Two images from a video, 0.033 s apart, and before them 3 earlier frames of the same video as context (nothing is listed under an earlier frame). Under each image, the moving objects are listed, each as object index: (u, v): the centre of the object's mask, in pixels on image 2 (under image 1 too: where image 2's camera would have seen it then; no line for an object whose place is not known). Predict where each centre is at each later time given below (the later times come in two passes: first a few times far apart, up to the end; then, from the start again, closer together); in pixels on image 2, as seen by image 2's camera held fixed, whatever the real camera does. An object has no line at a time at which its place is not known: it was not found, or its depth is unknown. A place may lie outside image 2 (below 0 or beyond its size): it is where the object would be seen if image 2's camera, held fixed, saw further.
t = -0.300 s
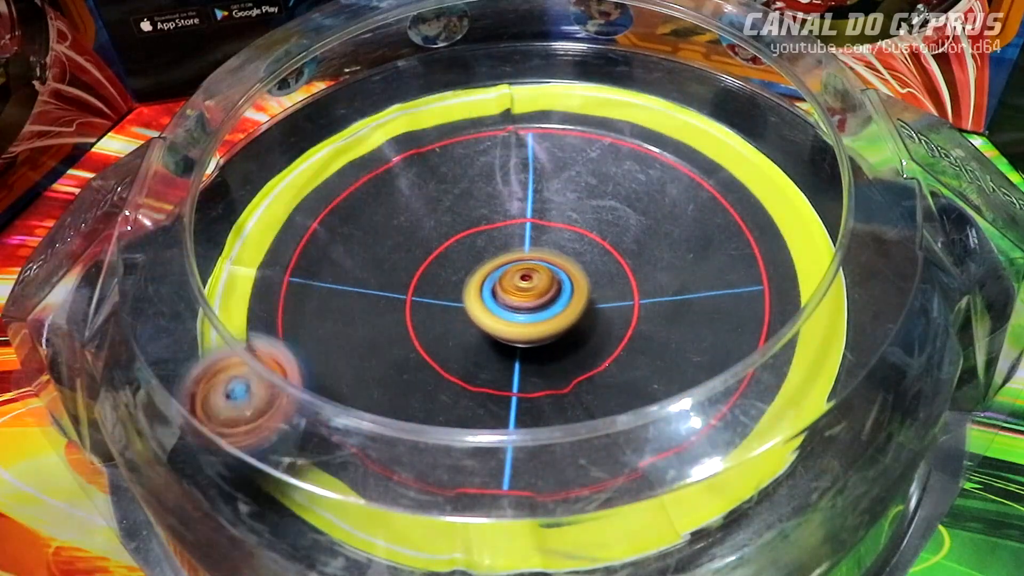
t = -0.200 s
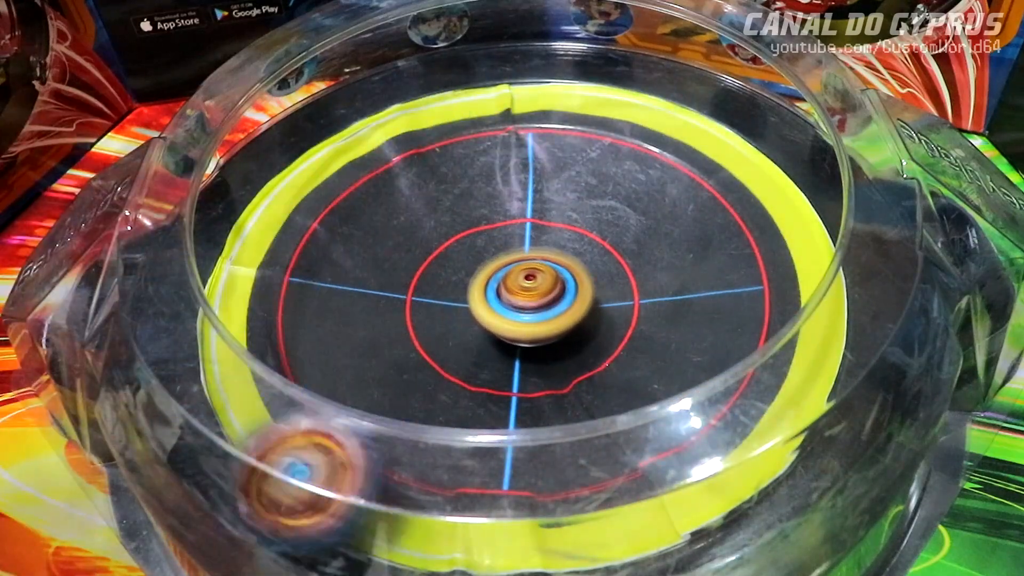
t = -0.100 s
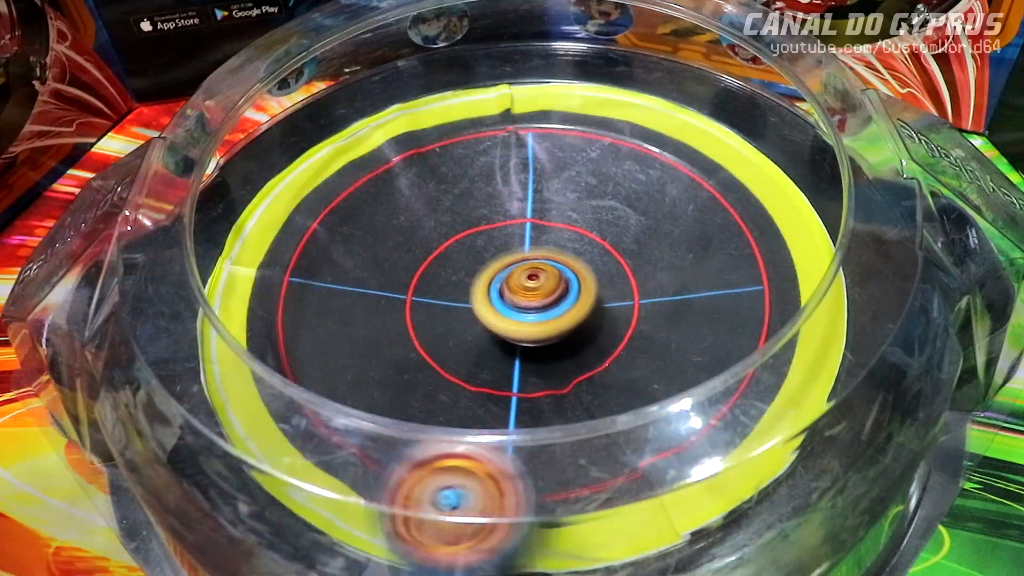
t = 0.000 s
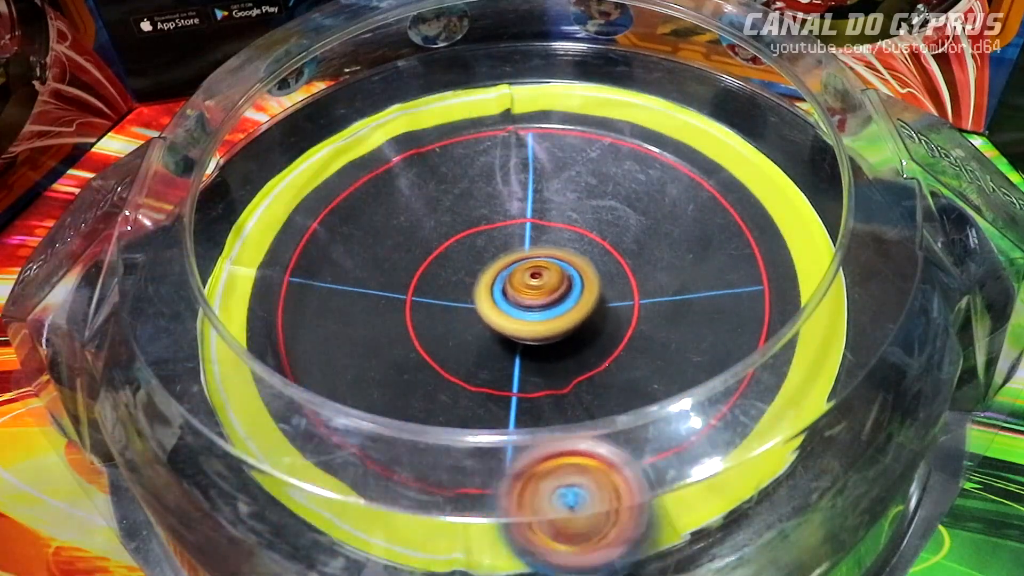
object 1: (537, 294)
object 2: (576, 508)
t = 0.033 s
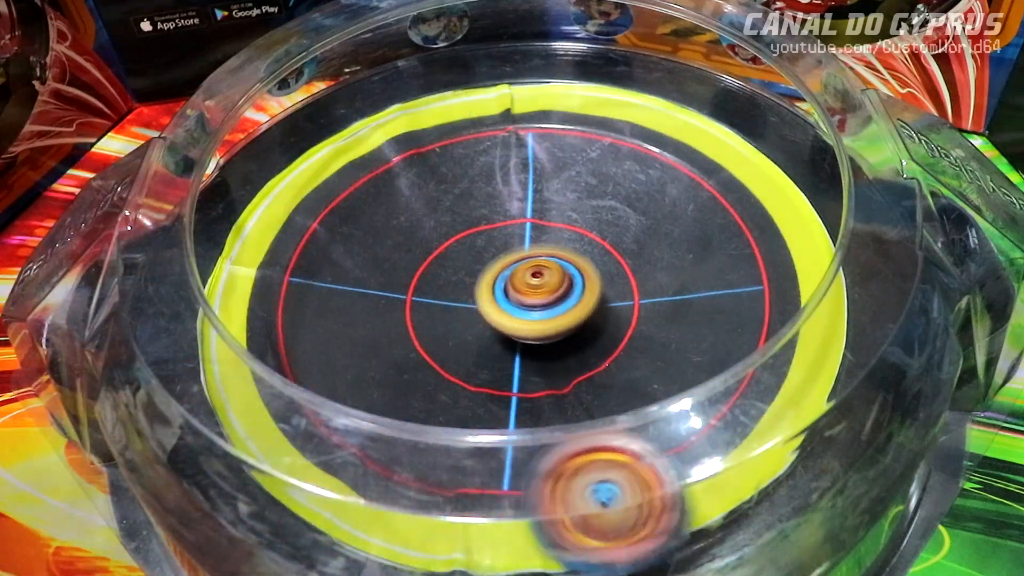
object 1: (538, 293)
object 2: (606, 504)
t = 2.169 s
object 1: (475, 290)
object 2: (574, 176)
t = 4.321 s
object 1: (585, 302)
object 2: (517, 210)
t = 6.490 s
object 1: (478, 268)
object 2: (635, 271)
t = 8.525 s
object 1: (607, 249)
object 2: (488, 258)
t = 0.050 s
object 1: (539, 293)
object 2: (622, 502)
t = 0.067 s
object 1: (540, 292)
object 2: (635, 500)
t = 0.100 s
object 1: (541, 291)
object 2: (665, 491)
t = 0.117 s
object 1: (541, 291)
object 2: (677, 487)
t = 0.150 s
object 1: (542, 290)
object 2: (699, 479)
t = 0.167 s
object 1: (543, 289)
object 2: (710, 472)
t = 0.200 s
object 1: (544, 288)
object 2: (729, 463)
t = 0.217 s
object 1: (544, 288)
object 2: (738, 457)
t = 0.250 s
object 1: (544, 287)
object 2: (757, 445)
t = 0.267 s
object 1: (545, 286)
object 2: (768, 439)
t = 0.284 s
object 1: (545, 286)
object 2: (773, 432)
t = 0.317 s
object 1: (546, 284)
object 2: (786, 421)
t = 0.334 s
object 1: (546, 284)
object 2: (794, 414)
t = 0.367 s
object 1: (547, 283)
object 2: (800, 401)
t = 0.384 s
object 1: (547, 282)
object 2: (805, 395)
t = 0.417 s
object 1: (547, 281)
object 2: (814, 382)
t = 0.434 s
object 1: (547, 281)
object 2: (818, 376)
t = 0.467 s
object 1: (548, 279)
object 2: (823, 364)
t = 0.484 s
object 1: (548, 279)
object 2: (826, 356)
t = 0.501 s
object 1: (548, 278)
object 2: (828, 350)
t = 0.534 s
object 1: (548, 278)
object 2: (830, 337)
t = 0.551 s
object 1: (548, 277)
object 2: (831, 330)
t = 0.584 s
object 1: (548, 276)
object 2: (834, 318)
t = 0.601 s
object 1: (548, 276)
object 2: (835, 312)
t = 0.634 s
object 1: (548, 275)
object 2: (836, 301)
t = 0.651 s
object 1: (548, 274)
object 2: (835, 294)
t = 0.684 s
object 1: (548, 272)
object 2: (834, 283)
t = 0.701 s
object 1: (548, 271)
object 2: (834, 279)
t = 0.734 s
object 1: (548, 270)
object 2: (828, 265)
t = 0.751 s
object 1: (548, 270)
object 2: (826, 259)
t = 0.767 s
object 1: (548, 269)
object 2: (823, 254)
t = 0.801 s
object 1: (548, 268)
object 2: (818, 243)
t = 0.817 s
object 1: (547, 268)
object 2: (815, 238)
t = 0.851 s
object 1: (547, 267)
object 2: (804, 228)
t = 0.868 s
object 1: (547, 267)
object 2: (797, 223)
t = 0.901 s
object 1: (546, 266)
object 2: (793, 215)
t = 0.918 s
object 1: (546, 265)
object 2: (791, 211)
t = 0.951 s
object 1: (545, 265)
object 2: (784, 202)
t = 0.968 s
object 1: (544, 264)
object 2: (779, 198)
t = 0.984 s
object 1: (544, 264)
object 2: (772, 193)
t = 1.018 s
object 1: (543, 263)
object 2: (762, 186)
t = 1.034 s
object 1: (542, 263)
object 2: (756, 182)
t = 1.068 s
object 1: (541, 263)
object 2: (739, 176)
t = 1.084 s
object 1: (540, 263)
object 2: (728, 174)
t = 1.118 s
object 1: (539, 263)
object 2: (701, 169)
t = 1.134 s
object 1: (538, 262)
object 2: (686, 167)
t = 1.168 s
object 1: (536, 262)
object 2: (653, 163)
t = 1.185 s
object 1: (535, 262)
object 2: (636, 161)
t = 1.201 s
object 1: (533, 261)
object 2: (619, 161)
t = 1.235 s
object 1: (532, 260)
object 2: (585, 160)
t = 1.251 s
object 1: (531, 260)
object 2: (567, 160)
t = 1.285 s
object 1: (529, 260)
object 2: (531, 163)
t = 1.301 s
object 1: (528, 260)
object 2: (512, 165)
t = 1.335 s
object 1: (526, 260)
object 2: (479, 174)
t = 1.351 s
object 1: (524, 260)
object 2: (465, 179)
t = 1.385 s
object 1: (522, 259)
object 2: (437, 193)
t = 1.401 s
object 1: (522, 259)
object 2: (425, 201)
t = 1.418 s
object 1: (521, 259)
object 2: (414, 210)
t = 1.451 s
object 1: (519, 259)
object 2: (396, 228)
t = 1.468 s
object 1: (519, 258)
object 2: (390, 238)
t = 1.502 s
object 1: (517, 258)
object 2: (380, 259)
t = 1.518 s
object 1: (516, 258)
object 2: (377, 270)
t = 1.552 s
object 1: (515, 257)
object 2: (378, 293)
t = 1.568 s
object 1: (514, 257)
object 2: (380, 304)
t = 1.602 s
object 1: (513, 257)
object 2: (389, 325)
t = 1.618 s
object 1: (513, 257)
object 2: (396, 335)
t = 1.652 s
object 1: (512, 257)
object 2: (416, 352)
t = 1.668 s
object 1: (511, 258)
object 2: (428, 359)
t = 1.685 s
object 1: (511, 258)
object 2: (442, 365)
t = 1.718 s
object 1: (510, 258)
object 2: (471, 371)
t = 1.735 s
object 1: (509, 258)
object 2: (488, 373)
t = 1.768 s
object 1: (508, 259)
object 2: (520, 373)
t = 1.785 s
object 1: (508, 260)
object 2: (537, 371)
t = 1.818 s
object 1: (507, 260)
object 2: (568, 365)
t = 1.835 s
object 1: (507, 261)
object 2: (581, 360)
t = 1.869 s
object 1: (506, 262)
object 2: (604, 345)
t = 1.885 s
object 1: (505, 263)
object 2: (614, 335)
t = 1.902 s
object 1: (504, 264)
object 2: (622, 325)
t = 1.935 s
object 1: (503, 265)
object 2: (632, 305)
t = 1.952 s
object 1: (503, 265)
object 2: (635, 294)
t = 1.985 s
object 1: (502, 266)
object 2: (637, 273)
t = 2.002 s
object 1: (501, 267)
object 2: (636, 263)
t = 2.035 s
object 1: (500, 268)
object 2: (626, 244)
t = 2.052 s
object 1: (500, 268)
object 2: (619, 236)
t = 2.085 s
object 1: (498, 269)
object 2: (604, 222)
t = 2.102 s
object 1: (498, 270)
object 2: (595, 216)
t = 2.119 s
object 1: (497, 271)
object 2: (586, 210)
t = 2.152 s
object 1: (482, 284)
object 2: (579, 187)
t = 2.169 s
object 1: (475, 290)
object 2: (574, 176)
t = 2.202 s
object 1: (464, 300)
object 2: (565, 160)
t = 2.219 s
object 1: (460, 302)
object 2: (561, 156)
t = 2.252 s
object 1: (455, 304)
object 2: (547, 149)
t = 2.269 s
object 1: (453, 304)
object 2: (541, 148)
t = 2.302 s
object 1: (451, 302)
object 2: (526, 147)
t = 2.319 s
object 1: (449, 300)
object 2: (519, 147)
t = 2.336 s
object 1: (449, 297)
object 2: (511, 147)
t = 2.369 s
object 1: (449, 291)
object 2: (497, 150)
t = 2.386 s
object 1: (449, 289)
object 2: (490, 151)
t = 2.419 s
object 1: (452, 285)
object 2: (478, 154)
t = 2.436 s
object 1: (454, 283)
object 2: (472, 157)
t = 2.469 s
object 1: (458, 280)
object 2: (462, 163)
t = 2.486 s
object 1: (459, 279)
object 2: (455, 165)
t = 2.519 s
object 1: (464, 279)
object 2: (446, 173)
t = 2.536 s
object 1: (466, 278)
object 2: (441, 177)
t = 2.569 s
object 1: (471, 279)
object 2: (433, 186)
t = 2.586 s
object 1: (474, 279)
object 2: (430, 190)
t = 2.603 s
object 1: (477, 279)
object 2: (427, 196)
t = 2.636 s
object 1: (481, 283)
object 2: (424, 203)
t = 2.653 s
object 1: (486, 287)
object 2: (420, 203)
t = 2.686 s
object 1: (498, 294)
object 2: (413, 208)
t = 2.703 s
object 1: (504, 296)
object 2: (411, 210)
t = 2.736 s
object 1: (511, 299)
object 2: (407, 217)
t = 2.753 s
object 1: (515, 299)
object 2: (406, 221)
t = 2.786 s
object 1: (519, 299)
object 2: (408, 232)
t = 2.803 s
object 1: (521, 298)
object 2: (410, 238)
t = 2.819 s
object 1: (521, 298)
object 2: (413, 244)
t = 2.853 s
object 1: (526, 300)
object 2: (413, 250)
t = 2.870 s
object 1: (530, 303)
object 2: (412, 252)
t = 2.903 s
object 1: (535, 306)
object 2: (414, 256)
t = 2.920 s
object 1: (536, 307)
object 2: (416, 259)
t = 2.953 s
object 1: (536, 308)
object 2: (422, 265)
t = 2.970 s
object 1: (539, 310)
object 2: (423, 265)
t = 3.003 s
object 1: (550, 314)
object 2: (421, 263)
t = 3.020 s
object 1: (553, 315)
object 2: (422, 263)
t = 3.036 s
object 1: (554, 316)
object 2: (423, 264)
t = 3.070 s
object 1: (555, 317)
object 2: (426, 266)
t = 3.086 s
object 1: (554, 318)
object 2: (429, 268)
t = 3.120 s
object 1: (553, 320)
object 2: (434, 269)
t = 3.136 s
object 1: (552, 321)
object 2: (438, 271)
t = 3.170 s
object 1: (553, 323)
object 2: (440, 271)
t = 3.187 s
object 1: (552, 324)
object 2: (441, 271)
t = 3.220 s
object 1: (550, 326)
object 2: (445, 271)
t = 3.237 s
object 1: (551, 328)
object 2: (447, 268)
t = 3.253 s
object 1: (554, 330)
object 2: (445, 263)
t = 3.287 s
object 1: (556, 334)
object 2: (443, 256)
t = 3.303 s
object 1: (556, 334)
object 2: (444, 253)
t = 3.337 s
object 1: (552, 335)
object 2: (448, 250)
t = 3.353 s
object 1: (550, 334)
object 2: (450, 249)
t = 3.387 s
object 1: (545, 333)
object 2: (454, 247)
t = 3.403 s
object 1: (544, 331)
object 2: (456, 247)
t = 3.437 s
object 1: (542, 328)
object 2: (463, 249)
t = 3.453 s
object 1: (542, 327)
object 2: (466, 249)
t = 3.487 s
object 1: (553, 333)
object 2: (466, 243)
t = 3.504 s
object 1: (564, 340)
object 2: (459, 226)
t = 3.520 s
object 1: (575, 347)
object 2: (454, 214)
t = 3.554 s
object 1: (592, 355)
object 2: (446, 195)
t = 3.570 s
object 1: (597, 357)
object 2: (444, 187)
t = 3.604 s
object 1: (602, 361)
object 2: (440, 177)
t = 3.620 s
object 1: (604, 362)
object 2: (439, 173)
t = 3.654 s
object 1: (604, 363)
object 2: (438, 167)
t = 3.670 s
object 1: (605, 364)
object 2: (436, 165)
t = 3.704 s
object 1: (603, 364)
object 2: (437, 162)
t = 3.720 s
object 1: (603, 364)
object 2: (437, 161)
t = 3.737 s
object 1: (603, 364)
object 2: (437, 160)
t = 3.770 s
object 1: (602, 364)
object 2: (439, 160)
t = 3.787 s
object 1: (601, 363)
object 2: (440, 160)
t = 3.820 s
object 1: (600, 361)
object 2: (444, 162)
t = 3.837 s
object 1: (601, 360)
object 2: (445, 163)
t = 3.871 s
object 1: (599, 357)
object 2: (449, 165)
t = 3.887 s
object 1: (599, 355)
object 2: (452, 167)
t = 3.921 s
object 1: (600, 350)
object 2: (456, 171)
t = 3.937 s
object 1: (599, 348)
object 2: (459, 173)
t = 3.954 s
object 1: (599, 345)
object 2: (462, 175)
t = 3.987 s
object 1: (598, 339)
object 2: (470, 181)
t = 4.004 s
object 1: (597, 336)
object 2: (474, 184)
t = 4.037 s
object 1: (595, 330)
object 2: (483, 191)
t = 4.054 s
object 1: (594, 327)
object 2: (488, 195)
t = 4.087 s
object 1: (592, 321)
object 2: (498, 203)
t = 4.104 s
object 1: (590, 318)
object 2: (503, 207)
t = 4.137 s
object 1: (586, 312)
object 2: (514, 215)
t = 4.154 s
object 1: (585, 308)
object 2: (519, 220)
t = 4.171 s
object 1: (583, 307)
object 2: (523, 223)
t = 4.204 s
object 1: (589, 310)
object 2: (520, 218)
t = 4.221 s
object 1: (591, 311)
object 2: (519, 215)
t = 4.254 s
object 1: (591, 310)
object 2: (516, 211)
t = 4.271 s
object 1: (591, 308)
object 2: (515, 210)
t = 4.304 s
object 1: (588, 304)
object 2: (517, 210)
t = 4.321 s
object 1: (585, 302)
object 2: (517, 210)
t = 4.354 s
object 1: (581, 298)
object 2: (520, 214)
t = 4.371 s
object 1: (580, 297)
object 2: (521, 213)
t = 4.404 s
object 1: (580, 298)
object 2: (517, 209)
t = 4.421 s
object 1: (579, 298)
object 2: (515, 208)
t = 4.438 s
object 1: (579, 296)
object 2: (514, 207)
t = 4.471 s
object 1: (574, 292)
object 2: (514, 207)
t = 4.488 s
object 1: (572, 292)
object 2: (513, 206)
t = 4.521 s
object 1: (570, 293)
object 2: (512, 201)
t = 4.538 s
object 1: (568, 292)
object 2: (512, 199)
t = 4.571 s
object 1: (563, 288)
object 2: (512, 198)
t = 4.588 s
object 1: (560, 287)
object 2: (513, 197)
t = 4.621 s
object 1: (558, 288)
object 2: (512, 192)
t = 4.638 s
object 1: (557, 287)
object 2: (512, 191)
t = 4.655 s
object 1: (554, 286)
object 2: (512, 190)
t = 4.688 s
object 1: (549, 283)
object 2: (511, 189)
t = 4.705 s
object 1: (548, 283)
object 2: (512, 188)
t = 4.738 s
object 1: (548, 287)
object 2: (507, 182)
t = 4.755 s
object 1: (547, 287)
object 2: (506, 180)
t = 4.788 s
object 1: (544, 286)
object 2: (504, 179)
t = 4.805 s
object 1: (541, 285)
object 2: (502, 179)
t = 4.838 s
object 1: (537, 282)
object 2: (502, 181)
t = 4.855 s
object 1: (535, 282)
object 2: (502, 182)
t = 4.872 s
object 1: (532, 280)
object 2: (501, 183)
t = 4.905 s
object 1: (530, 281)
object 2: (501, 184)
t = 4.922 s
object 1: (529, 285)
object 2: (500, 182)
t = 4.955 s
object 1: (529, 290)
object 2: (498, 180)
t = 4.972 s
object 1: (528, 292)
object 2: (497, 179)
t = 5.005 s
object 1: (526, 293)
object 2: (496, 181)
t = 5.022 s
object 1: (526, 292)
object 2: (496, 182)
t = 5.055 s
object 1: (523, 291)
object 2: (496, 186)
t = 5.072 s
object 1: (522, 290)
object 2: (496, 188)
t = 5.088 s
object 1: (521, 290)
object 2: (497, 192)
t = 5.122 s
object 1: (518, 295)
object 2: (498, 189)
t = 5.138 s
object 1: (516, 296)
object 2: (497, 188)
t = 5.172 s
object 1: (510, 297)
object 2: (497, 189)
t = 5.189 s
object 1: (506, 297)
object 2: (498, 192)
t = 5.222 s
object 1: (499, 297)
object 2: (499, 195)
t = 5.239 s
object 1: (496, 297)
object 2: (500, 197)
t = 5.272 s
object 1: (489, 309)
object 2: (504, 189)
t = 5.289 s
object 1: (487, 314)
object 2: (505, 184)
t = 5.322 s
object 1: (481, 321)
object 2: (506, 176)
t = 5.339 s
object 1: (478, 322)
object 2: (506, 174)
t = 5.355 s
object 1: (475, 322)
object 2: (506, 173)
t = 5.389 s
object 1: (467, 321)
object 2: (506, 173)
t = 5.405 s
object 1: (464, 320)
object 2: (506, 174)
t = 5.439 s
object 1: (457, 318)
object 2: (507, 176)
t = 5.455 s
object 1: (454, 316)
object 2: (507, 178)
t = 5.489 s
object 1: (448, 314)
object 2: (508, 182)
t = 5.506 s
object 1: (445, 312)
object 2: (508, 186)
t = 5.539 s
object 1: (441, 309)
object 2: (511, 192)
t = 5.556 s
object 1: (439, 308)
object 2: (512, 195)
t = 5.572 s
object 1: (438, 305)
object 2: (514, 200)
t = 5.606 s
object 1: (435, 302)
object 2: (517, 209)
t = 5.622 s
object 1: (435, 299)
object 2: (519, 213)
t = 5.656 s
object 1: (434, 295)
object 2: (524, 223)
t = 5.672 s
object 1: (430, 296)
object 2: (529, 225)
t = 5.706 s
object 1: (422, 299)
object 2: (545, 225)
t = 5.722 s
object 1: (420, 298)
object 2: (552, 225)
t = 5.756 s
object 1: (419, 297)
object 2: (561, 227)
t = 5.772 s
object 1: (419, 295)
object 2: (566, 228)
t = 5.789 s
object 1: (419, 294)
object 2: (568, 230)
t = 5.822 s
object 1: (420, 291)
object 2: (573, 233)
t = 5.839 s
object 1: (422, 290)
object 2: (574, 235)
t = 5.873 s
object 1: (424, 287)
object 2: (577, 238)
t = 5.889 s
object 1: (427, 286)
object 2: (577, 240)
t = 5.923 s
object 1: (432, 284)
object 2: (577, 245)
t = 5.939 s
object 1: (435, 282)
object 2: (577, 246)
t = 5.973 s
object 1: (441, 280)
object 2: (576, 250)
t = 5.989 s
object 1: (445, 279)
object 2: (575, 251)
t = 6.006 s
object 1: (448, 279)
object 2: (574, 253)
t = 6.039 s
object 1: (448, 278)
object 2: (580, 255)
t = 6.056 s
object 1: (448, 278)
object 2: (582, 256)
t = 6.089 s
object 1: (452, 277)
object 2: (586, 258)
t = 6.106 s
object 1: (455, 277)
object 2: (587, 259)
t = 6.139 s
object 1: (461, 276)
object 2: (588, 260)
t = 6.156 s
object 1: (458, 276)
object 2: (592, 262)
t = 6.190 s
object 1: (442, 275)
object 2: (617, 259)
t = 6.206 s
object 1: (437, 275)
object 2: (627, 257)
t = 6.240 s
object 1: (434, 274)
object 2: (640, 257)
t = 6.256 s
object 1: (436, 274)
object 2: (644, 256)
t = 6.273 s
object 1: (437, 272)
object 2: (647, 257)
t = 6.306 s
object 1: (441, 270)
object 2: (649, 258)
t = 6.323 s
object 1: (443, 270)
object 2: (650, 259)
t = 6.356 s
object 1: (449, 268)
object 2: (650, 260)
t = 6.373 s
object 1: (452, 267)
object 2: (649, 262)
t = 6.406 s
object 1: (459, 267)
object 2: (647, 263)
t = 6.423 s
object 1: (463, 267)
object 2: (645, 265)
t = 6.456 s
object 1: (470, 268)
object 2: (639, 268)
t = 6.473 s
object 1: (475, 268)
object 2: (638, 270)
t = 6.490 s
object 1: (478, 268)
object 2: (635, 271)
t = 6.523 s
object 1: (486, 269)
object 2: (627, 276)
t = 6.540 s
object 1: (490, 270)
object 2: (624, 277)
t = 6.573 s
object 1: (495, 271)
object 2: (617, 281)
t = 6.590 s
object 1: (493, 271)
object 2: (619, 283)
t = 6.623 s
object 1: (492, 271)
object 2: (618, 287)
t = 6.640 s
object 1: (495, 272)
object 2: (616, 290)
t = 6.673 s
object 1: (494, 272)
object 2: (619, 294)
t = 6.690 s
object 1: (494, 271)
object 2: (622, 296)
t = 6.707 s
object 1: (495, 272)
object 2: (622, 299)
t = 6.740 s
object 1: (499, 272)
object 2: (621, 304)
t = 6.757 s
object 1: (501, 273)
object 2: (619, 305)
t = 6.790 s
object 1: (504, 273)
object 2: (615, 309)
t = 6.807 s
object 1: (505, 273)
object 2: (615, 310)
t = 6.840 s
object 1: (504, 272)
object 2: (617, 315)
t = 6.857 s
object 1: (505, 272)
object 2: (615, 317)
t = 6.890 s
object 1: (508, 272)
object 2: (613, 320)
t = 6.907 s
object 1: (509, 272)
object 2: (610, 322)
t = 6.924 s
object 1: (510, 271)
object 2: (608, 323)
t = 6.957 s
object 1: (510, 270)
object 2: (608, 326)
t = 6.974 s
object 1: (510, 270)
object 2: (606, 327)
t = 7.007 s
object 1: (511, 269)
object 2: (602, 329)
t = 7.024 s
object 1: (512, 269)
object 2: (600, 329)
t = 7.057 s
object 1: (511, 267)
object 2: (598, 332)
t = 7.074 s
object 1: (511, 267)
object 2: (597, 333)
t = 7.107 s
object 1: (512, 266)
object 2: (592, 334)
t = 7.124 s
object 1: (512, 266)
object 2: (591, 335)
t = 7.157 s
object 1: (513, 264)
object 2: (587, 338)
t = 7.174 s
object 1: (513, 264)
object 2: (585, 338)
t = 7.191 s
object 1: (513, 263)
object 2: (582, 339)
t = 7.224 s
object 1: (514, 262)
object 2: (577, 340)
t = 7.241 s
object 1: (512, 259)
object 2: (575, 342)
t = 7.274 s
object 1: (512, 257)
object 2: (570, 345)
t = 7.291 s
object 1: (513, 255)
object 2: (566, 347)
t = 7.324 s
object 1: (513, 254)
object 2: (561, 346)
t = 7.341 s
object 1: (514, 253)
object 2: (556, 346)
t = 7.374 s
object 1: (514, 252)
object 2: (549, 344)
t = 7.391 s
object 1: (515, 251)
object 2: (545, 342)
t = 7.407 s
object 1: (516, 251)
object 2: (542, 341)
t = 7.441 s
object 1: (515, 243)
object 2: (538, 344)
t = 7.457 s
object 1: (513, 233)
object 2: (535, 353)
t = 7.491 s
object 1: (512, 217)
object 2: (530, 363)
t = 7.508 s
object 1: (510, 212)
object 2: (525, 367)
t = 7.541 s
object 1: (512, 206)
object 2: (519, 370)
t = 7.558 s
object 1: (513, 205)
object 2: (516, 370)
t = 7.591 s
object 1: (517, 205)
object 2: (510, 369)
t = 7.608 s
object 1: (519, 205)
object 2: (508, 367)
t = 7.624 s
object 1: (522, 205)
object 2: (506, 366)
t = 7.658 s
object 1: (525, 206)
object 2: (504, 361)
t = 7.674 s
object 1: (528, 208)
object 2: (503, 359)
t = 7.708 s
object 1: (531, 209)
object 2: (501, 354)
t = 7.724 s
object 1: (532, 210)
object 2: (501, 350)
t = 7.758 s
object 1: (536, 213)
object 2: (501, 343)
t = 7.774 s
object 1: (537, 214)
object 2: (501, 339)
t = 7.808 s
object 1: (540, 217)
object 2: (502, 330)
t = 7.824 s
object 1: (541, 218)
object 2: (503, 326)
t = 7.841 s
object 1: (543, 220)
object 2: (503, 321)
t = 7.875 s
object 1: (545, 223)
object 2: (500, 315)
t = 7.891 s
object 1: (553, 210)
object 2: (488, 327)
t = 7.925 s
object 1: (575, 181)
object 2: (458, 348)
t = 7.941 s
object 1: (582, 169)
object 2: (445, 356)
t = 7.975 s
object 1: (594, 154)
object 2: (422, 367)
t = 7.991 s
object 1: (600, 148)
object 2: (413, 371)
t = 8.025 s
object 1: (607, 143)
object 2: (398, 372)
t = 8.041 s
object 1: (609, 143)
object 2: (394, 371)
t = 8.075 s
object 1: (614, 145)
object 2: (386, 368)
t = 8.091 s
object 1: (616, 146)
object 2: (385, 367)
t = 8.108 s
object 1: (618, 148)
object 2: (383, 365)
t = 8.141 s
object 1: (622, 151)
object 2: (382, 361)
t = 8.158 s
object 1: (623, 153)
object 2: (383, 360)
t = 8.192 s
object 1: (625, 158)
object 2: (386, 353)
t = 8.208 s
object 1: (627, 160)
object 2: (388, 350)
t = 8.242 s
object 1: (627, 166)
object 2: (393, 343)
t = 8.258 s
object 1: (628, 170)
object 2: (398, 339)
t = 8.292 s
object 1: (629, 177)
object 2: (406, 332)
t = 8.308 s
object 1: (628, 181)
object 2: (409, 327)
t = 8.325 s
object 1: (627, 185)
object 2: (415, 323)
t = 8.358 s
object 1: (626, 194)
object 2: (426, 315)
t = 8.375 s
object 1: (625, 198)
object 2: (432, 311)
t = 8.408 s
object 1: (622, 207)
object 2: (446, 302)
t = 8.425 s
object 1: (621, 213)
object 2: (452, 296)
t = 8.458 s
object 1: (616, 222)
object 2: (466, 286)
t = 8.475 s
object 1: (613, 228)
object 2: (475, 280)
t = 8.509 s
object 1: (606, 242)
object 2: (488, 267)
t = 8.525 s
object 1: (607, 249)
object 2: (488, 258)
